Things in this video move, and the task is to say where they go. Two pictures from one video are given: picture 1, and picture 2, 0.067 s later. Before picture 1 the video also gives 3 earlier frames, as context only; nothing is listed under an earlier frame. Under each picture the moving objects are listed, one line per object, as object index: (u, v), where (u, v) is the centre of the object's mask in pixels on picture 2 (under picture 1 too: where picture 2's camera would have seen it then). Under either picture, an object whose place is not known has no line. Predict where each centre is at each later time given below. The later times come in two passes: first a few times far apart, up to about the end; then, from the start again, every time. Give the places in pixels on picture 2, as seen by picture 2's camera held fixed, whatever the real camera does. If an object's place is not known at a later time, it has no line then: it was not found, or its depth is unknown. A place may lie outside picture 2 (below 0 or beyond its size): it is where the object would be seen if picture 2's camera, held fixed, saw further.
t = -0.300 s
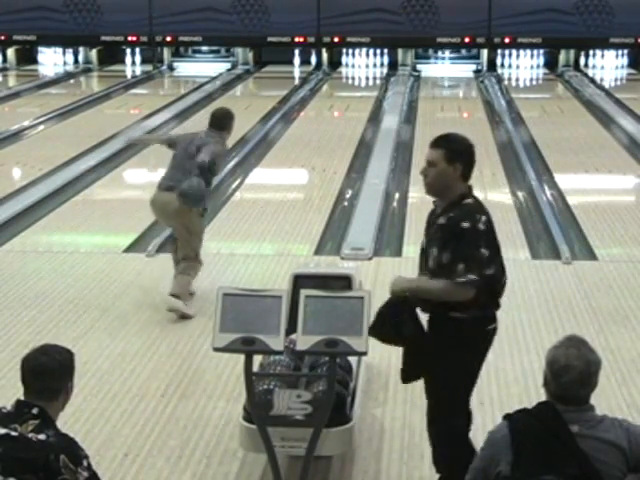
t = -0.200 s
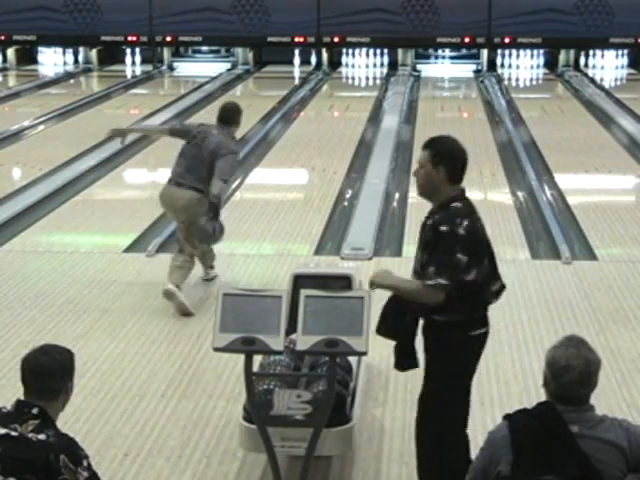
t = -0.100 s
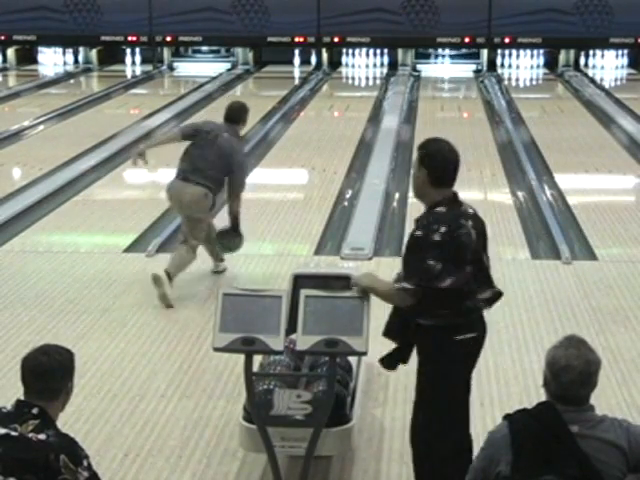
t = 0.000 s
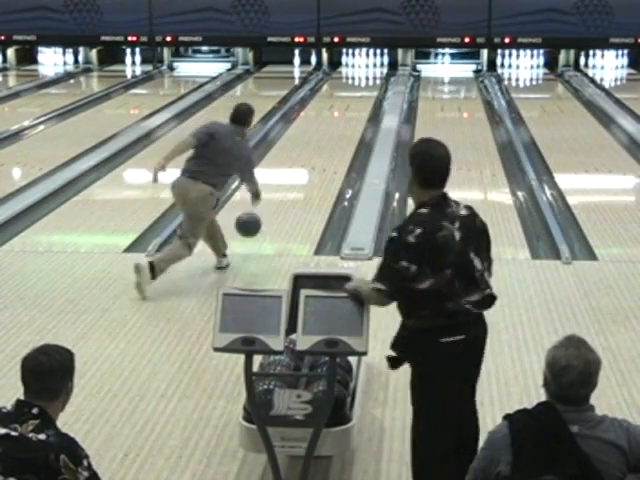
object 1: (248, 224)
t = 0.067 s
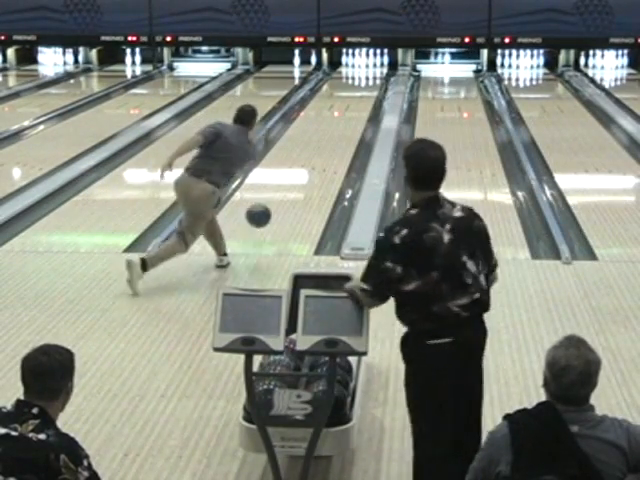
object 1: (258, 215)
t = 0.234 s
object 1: (280, 204)
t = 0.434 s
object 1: (301, 178)
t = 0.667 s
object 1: (319, 153)
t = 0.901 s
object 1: (334, 133)
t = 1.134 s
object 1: (345, 117)
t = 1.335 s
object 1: (353, 106)
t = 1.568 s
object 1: (360, 93)
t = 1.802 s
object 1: (364, 84)
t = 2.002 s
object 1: (367, 77)
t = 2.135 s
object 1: (368, 73)
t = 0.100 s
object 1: (263, 213)
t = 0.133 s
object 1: (267, 212)
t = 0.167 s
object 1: (272, 212)
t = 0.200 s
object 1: (276, 210)
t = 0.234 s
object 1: (280, 204)
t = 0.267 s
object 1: (284, 199)
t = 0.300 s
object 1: (287, 195)
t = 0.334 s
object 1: (291, 191)
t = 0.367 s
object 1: (294, 186)
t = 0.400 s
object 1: (298, 182)
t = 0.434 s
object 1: (301, 178)
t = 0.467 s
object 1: (304, 174)
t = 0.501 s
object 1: (307, 170)
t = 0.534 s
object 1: (310, 166)
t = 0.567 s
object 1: (312, 163)
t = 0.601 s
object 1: (315, 160)
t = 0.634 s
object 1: (317, 156)
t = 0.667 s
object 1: (319, 153)
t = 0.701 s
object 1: (322, 150)
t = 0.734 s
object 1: (324, 147)
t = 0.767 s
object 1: (326, 144)
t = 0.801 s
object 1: (328, 141)
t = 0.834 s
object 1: (330, 138)
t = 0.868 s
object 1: (332, 136)
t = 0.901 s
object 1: (334, 133)
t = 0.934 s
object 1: (336, 131)
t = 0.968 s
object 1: (337, 128)
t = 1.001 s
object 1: (339, 126)
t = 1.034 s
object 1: (341, 123)
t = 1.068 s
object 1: (342, 121)
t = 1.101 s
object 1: (344, 119)
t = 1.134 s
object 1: (345, 117)
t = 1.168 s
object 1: (346, 115)
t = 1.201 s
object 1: (348, 113)
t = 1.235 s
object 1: (349, 111)
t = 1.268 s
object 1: (350, 109)
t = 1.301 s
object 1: (352, 108)
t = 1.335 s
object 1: (353, 106)
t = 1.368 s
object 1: (354, 104)
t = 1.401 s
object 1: (355, 102)
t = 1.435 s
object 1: (356, 101)
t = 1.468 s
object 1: (357, 99)
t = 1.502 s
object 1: (358, 97)
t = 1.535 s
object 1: (359, 95)
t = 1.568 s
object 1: (360, 93)
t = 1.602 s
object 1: (360, 92)
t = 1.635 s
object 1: (362, 90)
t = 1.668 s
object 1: (362, 90)
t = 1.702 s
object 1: (363, 88)
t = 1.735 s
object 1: (364, 87)
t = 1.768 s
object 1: (365, 85)
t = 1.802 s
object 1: (364, 84)
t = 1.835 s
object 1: (365, 83)
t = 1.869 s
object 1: (365, 82)
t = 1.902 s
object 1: (366, 80)
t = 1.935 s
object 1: (367, 79)
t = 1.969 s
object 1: (367, 78)
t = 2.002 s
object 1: (367, 77)
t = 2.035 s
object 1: (368, 76)
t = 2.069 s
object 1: (368, 75)
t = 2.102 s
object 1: (368, 74)
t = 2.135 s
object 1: (368, 73)
